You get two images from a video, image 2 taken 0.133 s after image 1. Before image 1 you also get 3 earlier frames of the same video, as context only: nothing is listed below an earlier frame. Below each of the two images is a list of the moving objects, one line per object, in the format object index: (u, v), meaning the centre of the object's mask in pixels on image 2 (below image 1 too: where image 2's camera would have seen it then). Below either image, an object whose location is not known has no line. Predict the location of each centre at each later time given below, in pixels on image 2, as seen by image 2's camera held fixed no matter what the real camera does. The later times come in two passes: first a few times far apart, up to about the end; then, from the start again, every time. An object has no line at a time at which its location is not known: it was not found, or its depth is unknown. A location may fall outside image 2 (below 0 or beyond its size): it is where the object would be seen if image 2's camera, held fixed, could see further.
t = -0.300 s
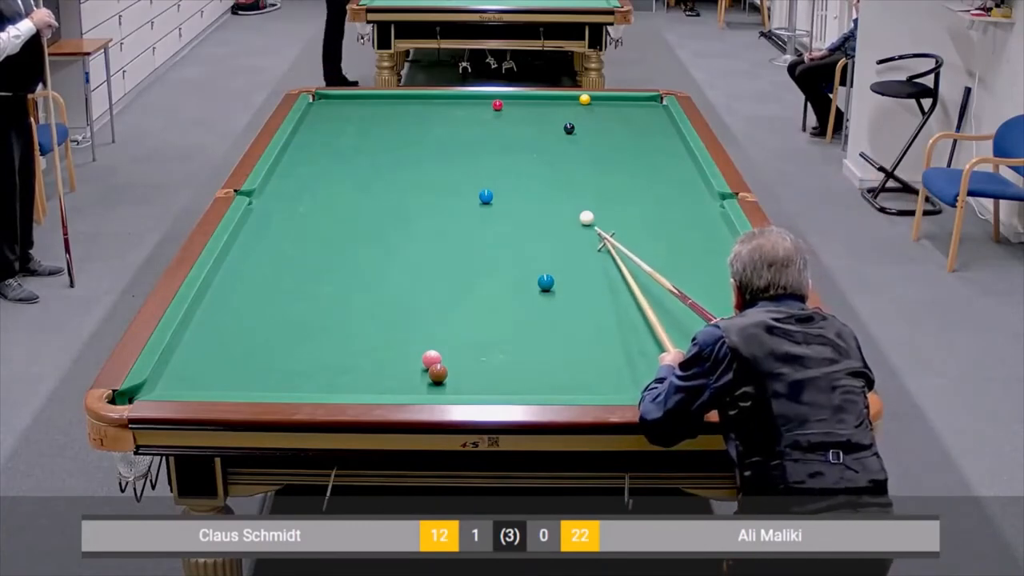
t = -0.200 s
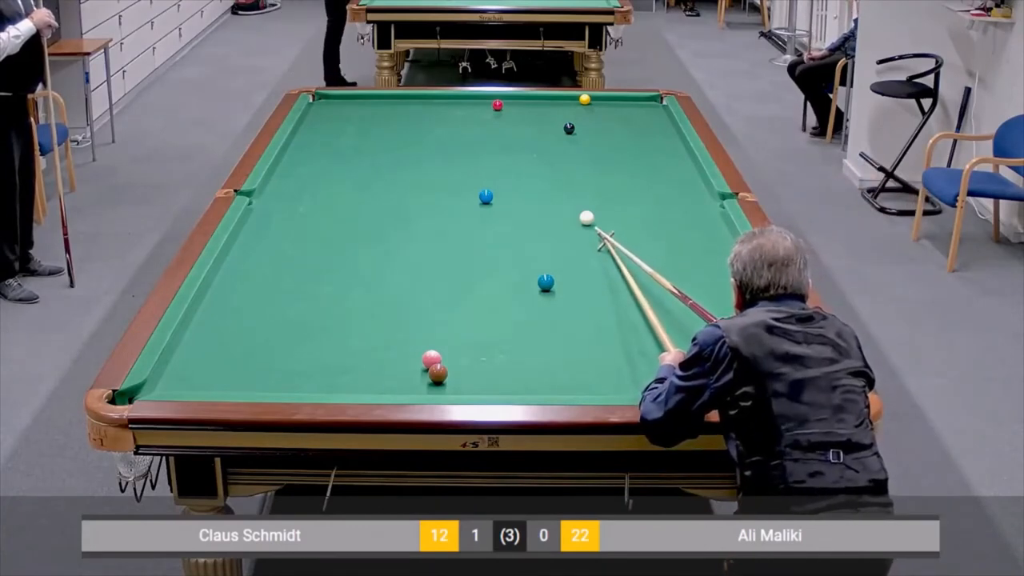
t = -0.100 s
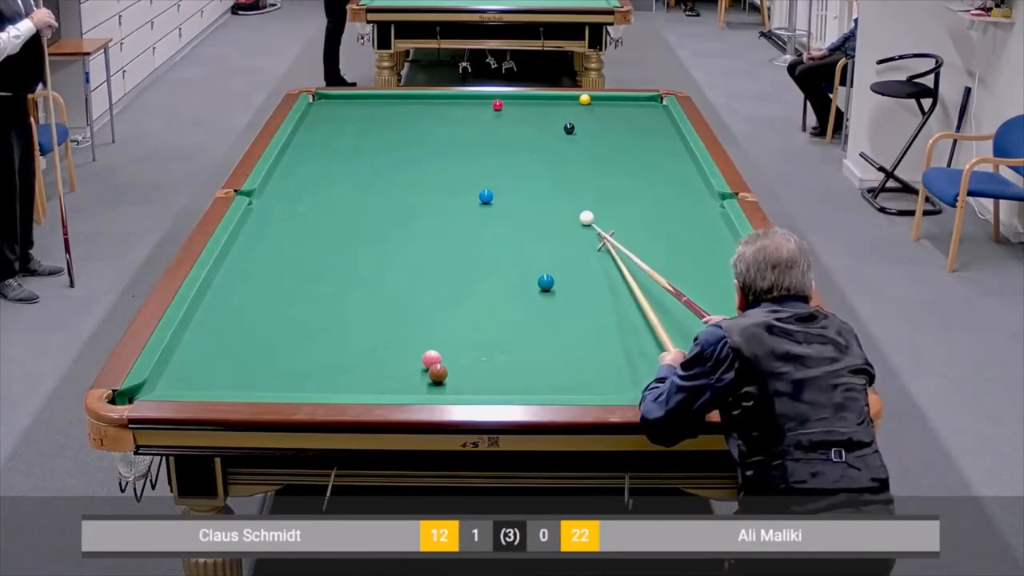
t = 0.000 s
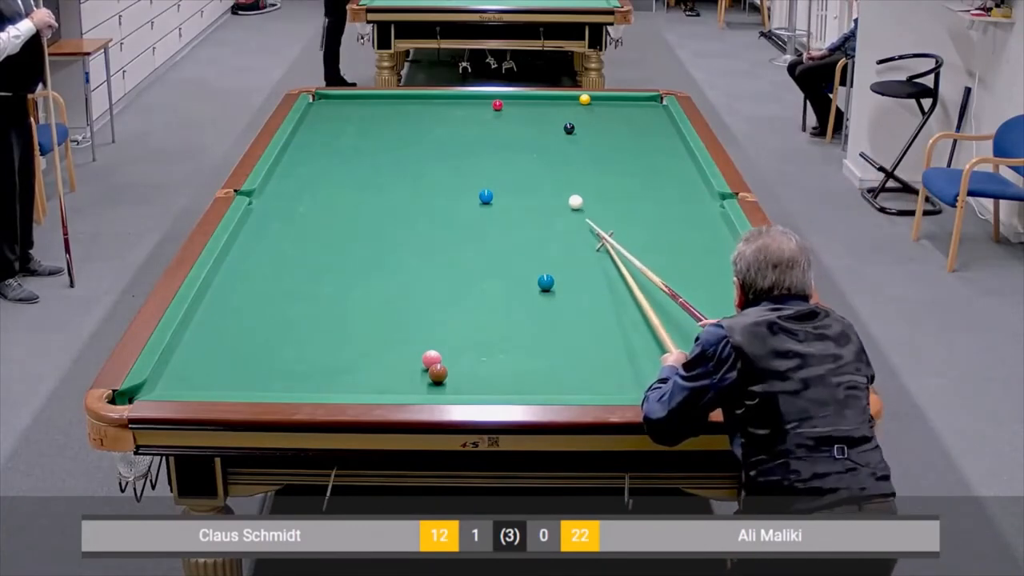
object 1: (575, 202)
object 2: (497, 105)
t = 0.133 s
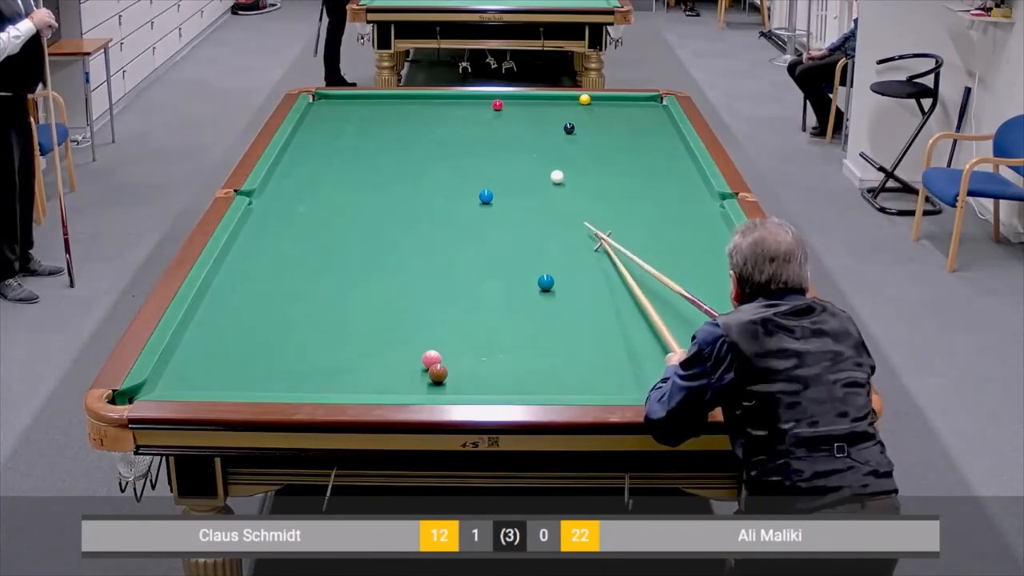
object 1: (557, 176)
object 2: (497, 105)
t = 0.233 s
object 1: (545, 161)
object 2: (497, 105)
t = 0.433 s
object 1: (526, 136)
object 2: (497, 105)
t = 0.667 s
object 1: (507, 112)
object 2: (497, 105)
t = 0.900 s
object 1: (521, 103)
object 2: (469, 98)
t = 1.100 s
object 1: (533, 97)
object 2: (454, 106)
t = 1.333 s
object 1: (542, 102)
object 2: (439, 116)
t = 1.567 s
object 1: (551, 106)
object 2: (422, 125)
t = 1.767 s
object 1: (557, 110)
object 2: (408, 133)
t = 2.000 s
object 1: (566, 114)
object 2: (390, 143)
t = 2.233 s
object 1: (573, 118)
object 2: (373, 153)
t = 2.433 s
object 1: (580, 121)
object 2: (358, 161)
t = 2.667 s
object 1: (587, 125)
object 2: (340, 172)
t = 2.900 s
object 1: (593, 129)
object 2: (321, 183)
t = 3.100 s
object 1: (598, 132)
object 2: (306, 192)
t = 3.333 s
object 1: (604, 134)
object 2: (287, 203)
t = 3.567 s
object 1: (609, 137)
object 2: (268, 214)
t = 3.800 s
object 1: (614, 140)
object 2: (250, 226)
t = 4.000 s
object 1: (617, 142)
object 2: (238, 236)
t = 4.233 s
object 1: (620, 144)
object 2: (238, 246)
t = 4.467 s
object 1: (623, 145)
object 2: (239, 257)
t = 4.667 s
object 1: (625, 147)
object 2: (239, 266)
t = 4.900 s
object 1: (627, 148)
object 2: (240, 277)
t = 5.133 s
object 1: (629, 149)
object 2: (240, 287)
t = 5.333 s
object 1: (629, 150)
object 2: (241, 296)
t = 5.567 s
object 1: (630, 150)
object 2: (242, 306)
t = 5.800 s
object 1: (630, 150)
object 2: (243, 316)
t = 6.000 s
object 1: (630, 150)
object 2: (243, 324)
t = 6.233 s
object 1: (630, 150)
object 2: (243, 334)
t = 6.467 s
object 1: (630, 150)
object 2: (244, 344)
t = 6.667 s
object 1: (630, 150)
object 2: (244, 351)
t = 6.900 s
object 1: (630, 150)
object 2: (245, 360)
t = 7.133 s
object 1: (630, 150)
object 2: (246, 368)
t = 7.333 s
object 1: (630, 150)
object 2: (246, 374)
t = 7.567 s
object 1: (630, 150)
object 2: (247, 381)
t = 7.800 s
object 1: (630, 150)
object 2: (247, 385)
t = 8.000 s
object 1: (630, 150)
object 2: (248, 387)
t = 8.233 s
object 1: (630, 150)
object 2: (250, 388)
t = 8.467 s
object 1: (629, 151)
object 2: (252, 387)
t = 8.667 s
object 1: (630, 150)
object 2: (253, 386)
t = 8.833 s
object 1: (630, 150)
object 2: (254, 386)
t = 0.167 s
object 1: (553, 171)
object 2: (497, 105)
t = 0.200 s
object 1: (549, 166)
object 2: (497, 105)
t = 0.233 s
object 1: (545, 161)
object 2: (497, 105)
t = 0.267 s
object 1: (541, 156)
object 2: (497, 105)
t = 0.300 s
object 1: (538, 151)
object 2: (497, 105)
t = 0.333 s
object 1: (535, 147)
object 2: (497, 105)
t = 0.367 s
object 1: (531, 143)
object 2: (497, 105)
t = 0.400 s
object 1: (529, 139)
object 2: (497, 105)
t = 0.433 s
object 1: (526, 136)
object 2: (497, 105)
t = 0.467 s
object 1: (523, 132)
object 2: (497, 105)
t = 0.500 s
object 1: (520, 129)
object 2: (497, 105)
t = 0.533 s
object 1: (517, 125)
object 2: (497, 105)
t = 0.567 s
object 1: (515, 122)
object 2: (497, 105)
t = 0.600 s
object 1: (512, 119)
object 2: (497, 105)
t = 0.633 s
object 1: (510, 115)
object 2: (497, 105)
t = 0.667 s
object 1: (507, 112)
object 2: (497, 105)
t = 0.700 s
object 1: (505, 109)
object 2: (496, 105)
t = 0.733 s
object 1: (505, 107)
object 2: (494, 104)
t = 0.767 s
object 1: (509, 106)
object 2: (489, 102)
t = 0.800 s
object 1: (512, 105)
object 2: (483, 100)
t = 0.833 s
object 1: (515, 104)
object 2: (478, 98)
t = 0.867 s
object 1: (518, 104)
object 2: (472, 97)
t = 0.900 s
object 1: (521, 103)
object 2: (469, 98)
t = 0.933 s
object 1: (523, 102)
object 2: (467, 100)
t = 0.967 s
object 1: (525, 100)
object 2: (465, 101)
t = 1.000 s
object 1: (528, 99)
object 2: (461, 102)
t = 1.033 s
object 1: (530, 98)
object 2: (459, 104)
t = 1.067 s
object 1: (532, 97)
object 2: (457, 105)
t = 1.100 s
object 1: (533, 97)
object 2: (454, 106)
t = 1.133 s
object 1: (535, 98)
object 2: (453, 108)
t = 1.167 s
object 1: (536, 99)
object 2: (450, 109)
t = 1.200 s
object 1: (537, 99)
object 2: (448, 110)
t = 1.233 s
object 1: (538, 100)
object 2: (446, 111)
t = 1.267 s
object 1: (539, 101)
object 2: (443, 113)
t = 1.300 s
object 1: (541, 101)
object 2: (441, 114)
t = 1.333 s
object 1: (542, 102)
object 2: (439, 116)
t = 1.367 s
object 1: (543, 103)
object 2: (436, 117)
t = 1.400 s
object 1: (544, 103)
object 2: (434, 118)
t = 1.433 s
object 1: (545, 104)
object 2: (431, 120)
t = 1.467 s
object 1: (547, 105)
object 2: (429, 121)
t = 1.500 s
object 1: (548, 105)
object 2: (427, 122)
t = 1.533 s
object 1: (549, 106)
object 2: (424, 124)
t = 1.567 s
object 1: (551, 106)
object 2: (422, 125)
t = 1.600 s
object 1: (552, 107)
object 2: (420, 126)
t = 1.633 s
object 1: (553, 108)
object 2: (417, 127)
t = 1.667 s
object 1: (554, 108)
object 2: (415, 129)
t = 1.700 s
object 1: (555, 109)
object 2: (412, 130)
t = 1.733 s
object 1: (557, 109)
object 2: (410, 132)
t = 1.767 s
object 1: (557, 110)
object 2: (408, 133)
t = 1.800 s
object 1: (559, 111)
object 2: (405, 134)
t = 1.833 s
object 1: (560, 111)
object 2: (403, 136)
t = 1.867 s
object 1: (561, 112)
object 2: (400, 137)
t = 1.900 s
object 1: (562, 113)
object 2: (398, 139)
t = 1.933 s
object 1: (563, 113)
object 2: (396, 140)
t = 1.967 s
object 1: (564, 114)
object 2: (393, 141)
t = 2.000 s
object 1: (566, 114)
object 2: (390, 143)
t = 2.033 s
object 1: (567, 115)
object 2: (388, 144)
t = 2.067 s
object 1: (568, 115)
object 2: (386, 146)
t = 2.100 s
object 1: (569, 116)
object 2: (383, 147)
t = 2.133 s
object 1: (570, 116)
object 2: (381, 148)
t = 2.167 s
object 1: (571, 117)
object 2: (378, 150)
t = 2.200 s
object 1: (572, 117)
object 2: (376, 152)
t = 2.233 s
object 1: (573, 118)
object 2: (373, 153)
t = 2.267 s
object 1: (575, 119)
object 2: (371, 154)
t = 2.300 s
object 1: (576, 119)
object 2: (368, 156)
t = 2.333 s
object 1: (577, 120)
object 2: (365, 157)
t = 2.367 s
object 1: (578, 120)
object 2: (363, 159)
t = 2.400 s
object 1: (579, 121)
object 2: (360, 160)
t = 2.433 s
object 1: (580, 121)
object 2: (358, 161)
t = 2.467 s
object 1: (581, 122)
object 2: (355, 163)
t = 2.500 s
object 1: (582, 123)
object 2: (353, 165)
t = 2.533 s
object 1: (583, 123)
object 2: (350, 166)
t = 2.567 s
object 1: (584, 124)
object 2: (347, 167)
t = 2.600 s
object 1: (585, 124)
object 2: (345, 169)
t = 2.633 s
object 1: (586, 125)
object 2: (342, 170)
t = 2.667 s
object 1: (587, 125)
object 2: (340, 172)
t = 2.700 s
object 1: (588, 126)
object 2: (337, 173)
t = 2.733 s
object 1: (589, 126)
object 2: (334, 175)
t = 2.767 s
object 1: (590, 127)
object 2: (332, 176)
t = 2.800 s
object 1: (591, 127)
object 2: (329, 178)
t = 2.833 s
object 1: (592, 128)
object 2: (327, 180)
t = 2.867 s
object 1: (592, 128)
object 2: (324, 181)
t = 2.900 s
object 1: (593, 129)
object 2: (321, 183)
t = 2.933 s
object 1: (594, 129)
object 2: (319, 184)
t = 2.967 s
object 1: (595, 130)
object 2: (316, 186)
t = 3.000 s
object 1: (596, 130)
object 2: (314, 187)
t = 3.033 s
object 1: (597, 131)
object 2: (311, 189)
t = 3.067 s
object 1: (598, 131)
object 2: (308, 191)
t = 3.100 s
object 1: (598, 132)
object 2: (306, 192)
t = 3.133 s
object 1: (599, 132)
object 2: (303, 193)
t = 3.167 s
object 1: (600, 132)
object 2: (300, 195)
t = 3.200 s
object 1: (601, 133)
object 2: (298, 197)
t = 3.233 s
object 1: (602, 133)
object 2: (295, 198)
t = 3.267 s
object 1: (603, 134)
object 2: (293, 200)
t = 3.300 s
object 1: (603, 134)
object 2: (290, 202)
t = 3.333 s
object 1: (604, 134)
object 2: (287, 203)
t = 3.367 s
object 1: (605, 135)
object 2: (284, 205)
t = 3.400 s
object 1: (605, 135)
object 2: (282, 206)
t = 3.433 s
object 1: (606, 136)
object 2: (279, 208)
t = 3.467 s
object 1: (607, 136)
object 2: (276, 209)
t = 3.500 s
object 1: (607, 136)
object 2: (274, 212)
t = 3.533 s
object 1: (608, 137)
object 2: (271, 213)
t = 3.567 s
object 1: (609, 137)
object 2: (268, 214)
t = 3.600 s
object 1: (610, 138)
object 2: (266, 216)
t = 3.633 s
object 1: (610, 138)
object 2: (263, 218)
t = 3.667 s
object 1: (611, 138)
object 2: (260, 220)
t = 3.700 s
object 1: (612, 139)
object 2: (257, 221)
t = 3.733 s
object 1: (612, 139)
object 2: (255, 223)
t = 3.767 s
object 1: (613, 139)
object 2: (252, 224)
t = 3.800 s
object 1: (614, 140)
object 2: (250, 226)
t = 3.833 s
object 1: (614, 140)
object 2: (247, 228)
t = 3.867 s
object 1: (615, 140)
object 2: (244, 229)
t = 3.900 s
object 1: (615, 141)
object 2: (241, 231)
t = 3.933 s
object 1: (616, 141)
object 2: (238, 233)
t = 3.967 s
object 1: (616, 141)
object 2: (238, 234)
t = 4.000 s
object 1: (617, 142)
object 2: (238, 236)
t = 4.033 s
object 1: (617, 142)
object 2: (238, 237)
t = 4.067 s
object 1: (618, 142)
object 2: (238, 239)
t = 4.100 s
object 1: (619, 143)
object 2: (238, 240)
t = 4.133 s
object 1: (619, 143)
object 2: (238, 242)
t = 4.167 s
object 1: (620, 143)
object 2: (238, 243)
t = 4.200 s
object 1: (620, 144)
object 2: (238, 245)
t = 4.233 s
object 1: (620, 144)
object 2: (238, 246)
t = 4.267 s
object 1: (621, 144)
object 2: (238, 248)
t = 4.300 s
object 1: (621, 144)
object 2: (238, 249)
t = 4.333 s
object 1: (621, 145)
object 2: (238, 251)
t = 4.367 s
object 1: (622, 145)
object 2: (238, 252)
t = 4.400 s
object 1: (622, 145)
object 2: (238, 254)
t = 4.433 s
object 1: (623, 145)
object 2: (239, 255)
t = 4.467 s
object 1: (623, 145)
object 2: (239, 257)
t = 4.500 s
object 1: (623, 146)
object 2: (239, 259)
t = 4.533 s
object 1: (624, 146)
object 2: (239, 260)
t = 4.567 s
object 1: (624, 146)
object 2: (239, 262)
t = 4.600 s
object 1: (624, 146)
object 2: (239, 263)
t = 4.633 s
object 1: (625, 147)
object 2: (239, 265)
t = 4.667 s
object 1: (625, 147)
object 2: (239, 266)
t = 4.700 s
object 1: (625, 147)
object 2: (239, 268)
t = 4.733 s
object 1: (626, 147)
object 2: (239, 269)
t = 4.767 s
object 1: (626, 148)
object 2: (239, 271)
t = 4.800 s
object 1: (626, 148)
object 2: (239, 272)
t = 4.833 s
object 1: (627, 148)
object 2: (239, 274)
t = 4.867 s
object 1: (627, 148)
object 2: (239, 275)
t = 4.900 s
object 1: (627, 148)
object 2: (240, 277)
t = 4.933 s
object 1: (627, 148)
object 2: (240, 278)
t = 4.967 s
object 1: (628, 148)
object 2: (240, 280)
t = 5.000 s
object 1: (628, 148)
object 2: (240, 281)
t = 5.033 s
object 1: (628, 149)
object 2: (240, 283)
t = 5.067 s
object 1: (628, 149)
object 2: (240, 284)
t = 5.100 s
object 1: (628, 149)
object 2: (240, 286)
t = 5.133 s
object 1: (629, 149)
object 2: (240, 287)
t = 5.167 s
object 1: (629, 149)
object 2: (241, 289)
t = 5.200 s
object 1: (629, 149)
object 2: (241, 290)
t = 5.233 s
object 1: (629, 149)
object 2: (241, 292)
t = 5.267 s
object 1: (629, 149)
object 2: (241, 293)
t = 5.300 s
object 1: (629, 150)
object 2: (241, 295)
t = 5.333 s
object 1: (629, 150)
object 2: (241, 296)
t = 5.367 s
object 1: (629, 150)
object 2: (241, 298)
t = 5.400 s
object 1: (629, 150)
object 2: (241, 299)
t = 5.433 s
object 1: (629, 150)
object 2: (241, 301)
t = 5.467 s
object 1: (630, 150)
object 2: (241, 302)
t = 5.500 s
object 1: (629, 150)
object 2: (242, 304)
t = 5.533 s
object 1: (630, 150)
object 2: (242, 305)
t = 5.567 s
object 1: (630, 150)
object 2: (242, 306)
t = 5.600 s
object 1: (630, 150)
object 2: (242, 308)
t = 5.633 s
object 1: (630, 150)
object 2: (242, 309)
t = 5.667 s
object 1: (630, 150)
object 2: (242, 311)
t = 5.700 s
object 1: (630, 150)
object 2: (242, 312)
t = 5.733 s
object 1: (630, 150)
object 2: (242, 313)
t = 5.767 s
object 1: (630, 150)
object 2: (242, 315)
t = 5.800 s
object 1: (630, 150)
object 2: (243, 316)
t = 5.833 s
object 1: (630, 150)
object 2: (243, 318)
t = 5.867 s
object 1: (630, 150)
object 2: (243, 319)
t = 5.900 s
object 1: (630, 150)
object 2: (243, 320)
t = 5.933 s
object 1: (630, 150)
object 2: (243, 322)
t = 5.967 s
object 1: (630, 150)
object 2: (243, 323)
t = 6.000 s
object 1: (630, 150)
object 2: (243, 324)
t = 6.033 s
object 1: (630, 150)
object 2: (243, 326)
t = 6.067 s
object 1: (630, 150)
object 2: (243, 327)
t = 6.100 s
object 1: (630, 150)
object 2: (243, 329)
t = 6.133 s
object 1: (630, 150)
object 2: (243, 330)
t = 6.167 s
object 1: (630, 150)
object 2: (243, 331)
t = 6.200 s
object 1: (630, 150)
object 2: (243, 333)
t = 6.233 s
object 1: (630, 150)
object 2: (243, 334)
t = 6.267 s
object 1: (630, 150)
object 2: (243, 336)
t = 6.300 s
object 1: (630, 150)
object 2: (243, 337)
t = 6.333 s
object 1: (630, 150)
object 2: (243, 338)
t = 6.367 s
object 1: (630, 150)
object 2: (244, 340)
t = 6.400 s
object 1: (630, 150)
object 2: (244, 341)
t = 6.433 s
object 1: (630, 150)
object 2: (244, 342)
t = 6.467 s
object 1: (630, 150)
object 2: (244, 344)
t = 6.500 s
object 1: (630, 150)
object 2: (244, 345)
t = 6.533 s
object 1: (630, 150)
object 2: (244, 346)
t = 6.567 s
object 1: (630, 150)
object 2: (244, 347)
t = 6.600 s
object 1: (630, 150)
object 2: (244, 348)
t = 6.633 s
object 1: (630, 150)
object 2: (244, 350)
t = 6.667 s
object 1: (630, 150)
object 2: (244, 351)
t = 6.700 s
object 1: (630, 150)
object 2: (244, 352)
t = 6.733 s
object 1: (630, 150)
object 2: (245, 354)
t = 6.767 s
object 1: (630, 150)
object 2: (245, 355)
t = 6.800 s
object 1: (630, 150)
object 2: (245, 356)
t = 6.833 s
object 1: (630, 150)
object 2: (245, 357)
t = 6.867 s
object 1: (630, 150)
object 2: (245, 358)
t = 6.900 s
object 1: (630, 150)
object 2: (245, 360)
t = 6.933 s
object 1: (630, 150)
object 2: (245, 361)
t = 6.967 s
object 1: (630, 150)
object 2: (245, 362)
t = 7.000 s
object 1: (630, 150)
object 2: (245, 363)
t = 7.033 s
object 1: (630, 150)
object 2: (245, 364)
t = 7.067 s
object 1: (630, 150)
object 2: (245, 366)
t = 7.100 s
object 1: (630, 150)
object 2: (246, 366)
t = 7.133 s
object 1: (630, 150)
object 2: (246, 368)
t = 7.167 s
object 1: (630, 150)
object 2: (246, 369)
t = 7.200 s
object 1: (630, 150)
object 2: (246, 370)
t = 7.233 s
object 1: (630, 150)
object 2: (246, 371)
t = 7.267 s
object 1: (630, 150)
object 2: (246, 372)
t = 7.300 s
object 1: (630, 150)
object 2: (246, 373)
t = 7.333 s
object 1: (630, 150)
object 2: (246, 374)
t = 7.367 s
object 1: (630, 150)
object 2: (246, 375)
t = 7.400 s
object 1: (630, 150)
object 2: (246, 376)
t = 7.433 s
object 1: (630, 150)
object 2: (247, 377)
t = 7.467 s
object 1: (630, 150)
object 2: (246, 378)
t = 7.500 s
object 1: (630, 150)
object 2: (247, 379)
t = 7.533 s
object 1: (630, 150)
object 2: (247, 380)
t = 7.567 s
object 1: (630, 150)
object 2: (247, 381)
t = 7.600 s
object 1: (630, 150)
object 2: (247, 382)
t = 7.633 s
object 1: (630, 150)
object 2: (247, 382)
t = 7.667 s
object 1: (630, 150)
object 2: (247, 383)
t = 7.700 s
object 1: (630, 150)
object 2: (247, 383)
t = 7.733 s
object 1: (630, 150)
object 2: (247, 384)
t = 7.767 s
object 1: (630, 150)
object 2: (247, 384)
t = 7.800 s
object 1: (630, 150)
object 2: (247, 385)
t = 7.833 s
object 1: (630, 150)
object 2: (248, 385)
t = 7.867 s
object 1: (630, 150)
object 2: (248, 386)
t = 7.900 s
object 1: (630, 150)
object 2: (248, 386)
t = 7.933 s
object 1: (630, 150)
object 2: (248, 387)
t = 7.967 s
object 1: (630, 150)
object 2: (248, 387)
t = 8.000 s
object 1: (630, 150)
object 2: (248, 387)
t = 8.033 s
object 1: (630, 150)
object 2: (248, 388)
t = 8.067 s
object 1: (630, 150)
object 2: (248, 388)
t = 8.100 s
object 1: (630, 150)
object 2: (249, 388)
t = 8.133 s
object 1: (630, 150)
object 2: (249, 388)
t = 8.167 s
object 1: (630, 150)
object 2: (249, 388)
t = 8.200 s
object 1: (630, 150)
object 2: (250, 388)
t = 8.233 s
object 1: (630, 150)
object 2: (250, 388)
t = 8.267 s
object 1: (630, 150)
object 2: (251, 387)
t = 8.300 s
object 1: (630, 150)
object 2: (251, 387)
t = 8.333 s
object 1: (630, 150)
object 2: (251, 387)
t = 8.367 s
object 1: (630, 150)
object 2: (252, 387)
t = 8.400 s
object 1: (630, 150)
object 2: (252, 387)
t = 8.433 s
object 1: (629, 151)
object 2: (252, 387)
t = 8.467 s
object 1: (629, 151)
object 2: (252, 387)
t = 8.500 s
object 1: (630, 150)
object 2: (252, 386)
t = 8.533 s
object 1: (630, 149)
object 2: (253, 386)
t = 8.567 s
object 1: (631, 149)
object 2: (253, 383)
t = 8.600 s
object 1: (630, 150)
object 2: (253, 386)
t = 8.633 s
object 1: (630, 150)
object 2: (253, 386)
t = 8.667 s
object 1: (630, 150)
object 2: (253, 386)
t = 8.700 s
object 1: (630, 150)
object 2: (254, 386)
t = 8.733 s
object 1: (630, 150)
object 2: (254, 386)
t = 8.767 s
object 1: (630, 150)
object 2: (254, 386)
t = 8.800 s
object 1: (630, 150)
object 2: (254, 386)
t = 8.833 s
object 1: (630, 150)
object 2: (254, 386)
